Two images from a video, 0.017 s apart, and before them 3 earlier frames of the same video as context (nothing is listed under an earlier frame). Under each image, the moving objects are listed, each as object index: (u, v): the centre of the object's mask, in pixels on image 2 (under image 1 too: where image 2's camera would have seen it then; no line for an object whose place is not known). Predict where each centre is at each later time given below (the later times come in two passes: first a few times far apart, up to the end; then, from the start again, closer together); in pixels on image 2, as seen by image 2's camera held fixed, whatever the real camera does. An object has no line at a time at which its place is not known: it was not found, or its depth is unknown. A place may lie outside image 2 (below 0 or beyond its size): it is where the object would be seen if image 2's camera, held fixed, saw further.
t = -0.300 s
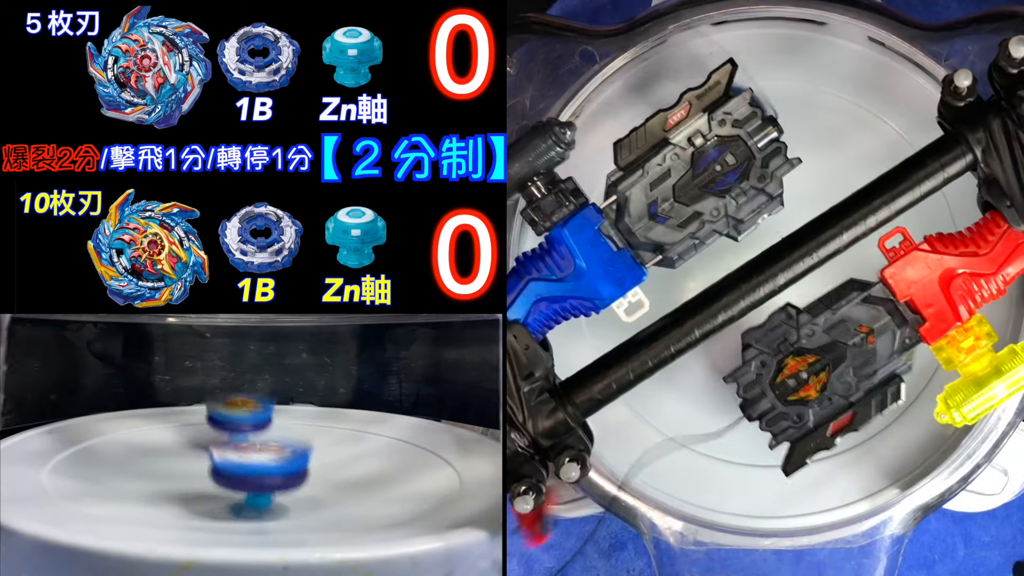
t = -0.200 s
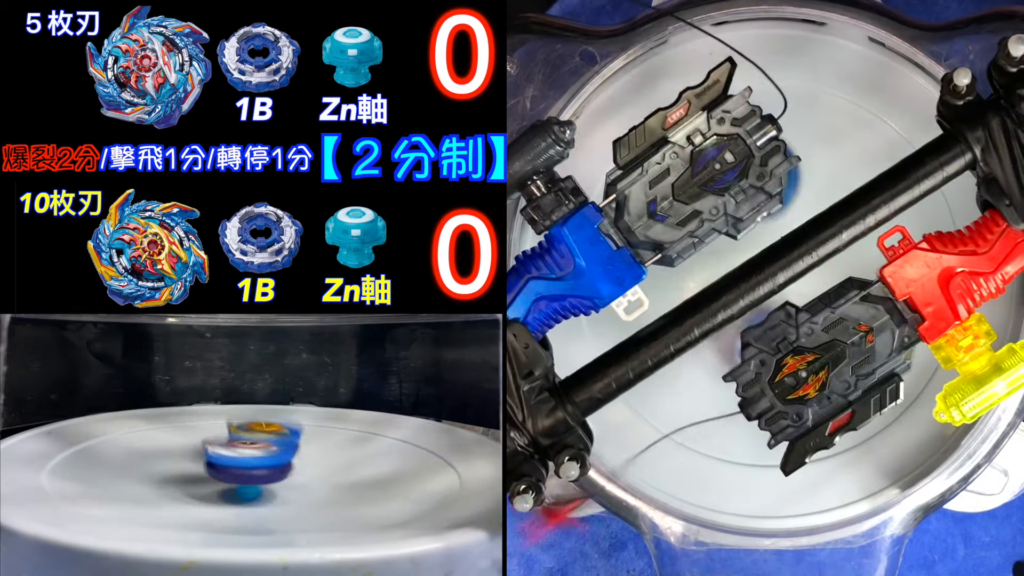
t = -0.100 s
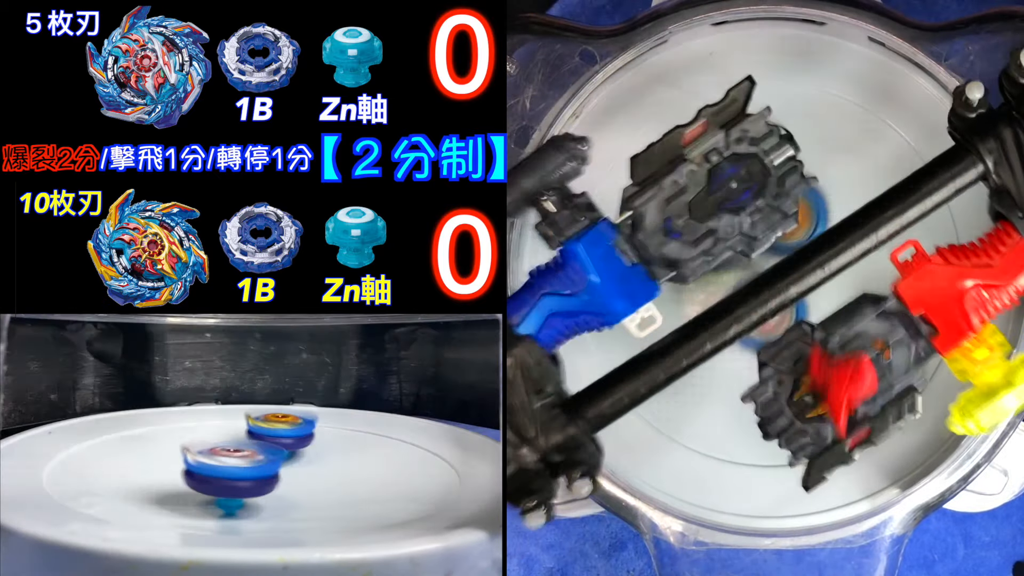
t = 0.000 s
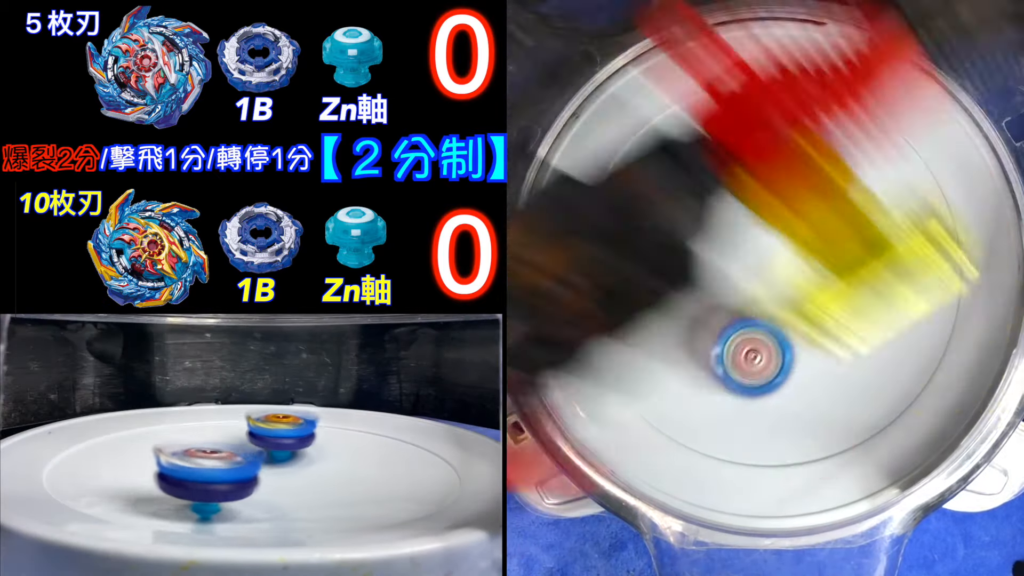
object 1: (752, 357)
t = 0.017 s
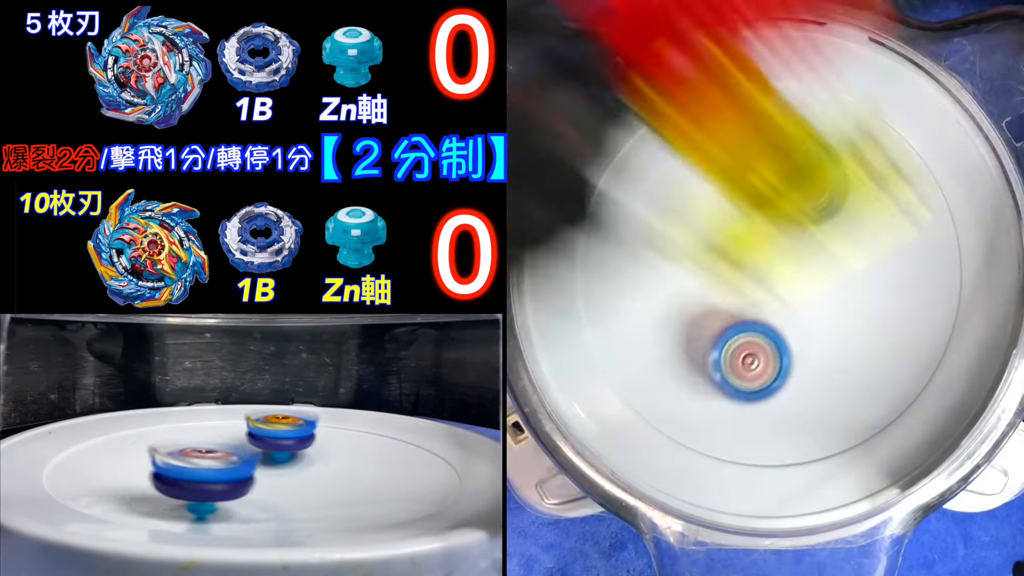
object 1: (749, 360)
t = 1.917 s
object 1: (676, 434)
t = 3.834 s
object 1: (785, 319)
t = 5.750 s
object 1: (799, 341)
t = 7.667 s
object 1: (772, 230)
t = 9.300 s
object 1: (735, 233)
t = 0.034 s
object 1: (746, 365)
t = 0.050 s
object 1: (744, 368)
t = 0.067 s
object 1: (741, 370)
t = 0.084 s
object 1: (737, 372)
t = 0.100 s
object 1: (734, 372)
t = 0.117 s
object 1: (730, 372)
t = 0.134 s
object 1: (726, 371)
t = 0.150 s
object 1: (722, 368)
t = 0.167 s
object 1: (719, 365)
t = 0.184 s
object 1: (715, 361)
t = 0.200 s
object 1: (711, 356)
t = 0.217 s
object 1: (707, 350)
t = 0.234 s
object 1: (704, 343)
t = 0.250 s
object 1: (701, 335)
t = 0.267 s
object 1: (698, 326)
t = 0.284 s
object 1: (697, 317)
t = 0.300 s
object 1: (695, 306)
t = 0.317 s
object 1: (694, 296)
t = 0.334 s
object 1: (693, 285)
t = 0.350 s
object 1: (692, 274)
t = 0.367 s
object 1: (691, 264)
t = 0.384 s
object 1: (690, 254)
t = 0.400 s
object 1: (690, 244)
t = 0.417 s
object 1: (692, 234)
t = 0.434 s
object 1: (694, 224)
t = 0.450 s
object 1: (698, 215)
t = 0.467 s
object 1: (702, 206)
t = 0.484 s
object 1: (708, 198)
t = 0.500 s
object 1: (715, 190)
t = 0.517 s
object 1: (722, 184)
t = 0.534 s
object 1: (730, 177)
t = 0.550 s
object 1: (739, 172)
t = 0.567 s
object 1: (749, 168)
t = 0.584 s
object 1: (759, 165)
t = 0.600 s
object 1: (770, 163)
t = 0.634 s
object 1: (792, 163)
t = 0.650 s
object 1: (804, 165)
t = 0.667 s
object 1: (815, 168)
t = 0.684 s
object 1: (827, 172)
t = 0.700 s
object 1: (839, 177)
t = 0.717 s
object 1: (851, 184)
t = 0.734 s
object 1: (862, 192)
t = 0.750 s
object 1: (873, 201)
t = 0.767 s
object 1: (883, 211)
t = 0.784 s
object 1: (893, 224)
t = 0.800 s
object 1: (902, 236)
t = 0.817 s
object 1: (910, 251)
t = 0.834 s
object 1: (917, 266)
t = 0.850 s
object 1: (922, 282)
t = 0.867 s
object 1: (927, 299)
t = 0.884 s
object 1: (929, 316)
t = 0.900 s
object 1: (931, 334)
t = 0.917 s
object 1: (930, 353)
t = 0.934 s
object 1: (928, 371)
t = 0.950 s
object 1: (923, 389)
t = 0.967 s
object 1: (911, 403)
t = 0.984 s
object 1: (897, 415)
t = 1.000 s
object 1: (881, 425)
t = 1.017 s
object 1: (862, 434)
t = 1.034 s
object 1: (842, 441)
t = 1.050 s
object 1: (821, 447)
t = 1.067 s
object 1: (799, 451)
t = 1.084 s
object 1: (776, 455)
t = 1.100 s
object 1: (753, 456)
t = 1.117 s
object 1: (730, 455)
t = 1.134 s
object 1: (707, 451)
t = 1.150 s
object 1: (684, 441)
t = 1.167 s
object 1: (664, 428)
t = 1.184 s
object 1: (648, 415)
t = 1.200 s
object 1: (630, 401)
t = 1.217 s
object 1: (617, 386)
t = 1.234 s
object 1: (606, 367)
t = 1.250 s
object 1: (596, 347)
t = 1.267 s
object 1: (589, 327)
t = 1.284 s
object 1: (584, 306)
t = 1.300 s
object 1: (581, 284)
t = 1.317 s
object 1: (582, 261)
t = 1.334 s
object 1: (584, 239)
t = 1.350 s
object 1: (589, 217)
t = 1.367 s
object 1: (597, 194)
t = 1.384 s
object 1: (608, 173)
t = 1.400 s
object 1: (622, 153)
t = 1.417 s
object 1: (639, 134)
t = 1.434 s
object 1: (658, 117)
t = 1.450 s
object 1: (678, 103)
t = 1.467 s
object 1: (701, 92)
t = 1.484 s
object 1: (725, 84)
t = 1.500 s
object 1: (750, 80)
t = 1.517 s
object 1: (774, 78)
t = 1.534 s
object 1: (801, 80)
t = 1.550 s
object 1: (826, 86)
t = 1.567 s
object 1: (851, 95)
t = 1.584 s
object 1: (874, 107)
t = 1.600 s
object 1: (895, 123)
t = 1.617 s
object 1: (914, 141)
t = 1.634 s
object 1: (931, 165)
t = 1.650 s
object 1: (945, 187)
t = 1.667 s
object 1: (955, 214)
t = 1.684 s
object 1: (961, 241)
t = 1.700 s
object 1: (964, 270)
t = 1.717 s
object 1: (961, 299)
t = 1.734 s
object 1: (953, 328)
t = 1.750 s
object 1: (941, 356)
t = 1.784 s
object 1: (904, 405)
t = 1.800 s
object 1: (880, 424)
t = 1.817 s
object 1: (854, 440)
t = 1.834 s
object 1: (825, 451)
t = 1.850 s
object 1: (796, 458)
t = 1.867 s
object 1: (765, 459)
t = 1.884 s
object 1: (735, 455)
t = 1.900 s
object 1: (704, 447)
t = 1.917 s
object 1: (676, 434)
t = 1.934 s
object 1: (653, 417)
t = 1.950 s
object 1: (632, 399)
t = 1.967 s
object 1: (615, 378)
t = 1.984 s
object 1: (600, 353)
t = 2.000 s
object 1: (591, 326)
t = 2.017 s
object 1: (586, 300)
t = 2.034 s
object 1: (584, 271)
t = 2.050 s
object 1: (586, 244)
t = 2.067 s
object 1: (592, 216)
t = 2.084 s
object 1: (604, 189)
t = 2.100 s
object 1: (618, 162)
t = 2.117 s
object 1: (638, 138)
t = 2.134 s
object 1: (661, 117)
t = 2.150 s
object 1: (689, 101)
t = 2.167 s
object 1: (718, 88)
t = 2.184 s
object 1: (750, 81)
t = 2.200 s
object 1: (781, 79)
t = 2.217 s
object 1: (813, 82)
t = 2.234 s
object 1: (845, 93)
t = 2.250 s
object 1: (872, 107)
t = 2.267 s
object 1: (898, 125)
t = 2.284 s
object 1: (922, 150)
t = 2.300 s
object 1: (942, 182)
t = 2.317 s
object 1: (954, 213)
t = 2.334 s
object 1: (961, 250)
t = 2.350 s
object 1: (961, 286)
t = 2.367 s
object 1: (953, 325)
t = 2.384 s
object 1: (937, 361)
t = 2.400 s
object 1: (912, 394)
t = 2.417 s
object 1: (881, 420)
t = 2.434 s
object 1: (846, 440)
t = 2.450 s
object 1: (806, 452)
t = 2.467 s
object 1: (758, 454)
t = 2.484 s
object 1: (716, 447)
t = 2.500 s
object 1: (675, 430)
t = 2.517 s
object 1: (643, 407)
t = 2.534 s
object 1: (617, 377)
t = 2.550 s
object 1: (596, 338)
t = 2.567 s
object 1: (587, 298)
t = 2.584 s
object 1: (587, 258)
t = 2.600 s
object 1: (594, 215)
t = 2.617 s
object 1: (609, 178)
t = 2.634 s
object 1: (631, 144)
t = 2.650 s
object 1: (663, 117)
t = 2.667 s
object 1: (698, 96)
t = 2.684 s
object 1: (741, 82)
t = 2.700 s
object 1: (781, 79)
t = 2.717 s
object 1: (821, 84)
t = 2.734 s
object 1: (860, 99)
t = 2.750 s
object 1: (897, 125)
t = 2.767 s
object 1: (927, 160)
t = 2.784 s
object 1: (948, 200)
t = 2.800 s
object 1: (964, 241)
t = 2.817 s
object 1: (983, 287)
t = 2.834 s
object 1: (984, 331)
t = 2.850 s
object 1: (961, 370)
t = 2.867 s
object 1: (935, 408)
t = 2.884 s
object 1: (910, 438)
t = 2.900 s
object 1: (875, 463)
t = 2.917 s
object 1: (837, 483)
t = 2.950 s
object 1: (749, 514)
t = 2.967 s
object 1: (713, 522)
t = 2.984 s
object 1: (693, 503)
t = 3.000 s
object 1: (694, 498)
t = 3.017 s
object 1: (707, 490)
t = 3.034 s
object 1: (719, 474)
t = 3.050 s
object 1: (736, 453)
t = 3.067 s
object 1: (750, 433)
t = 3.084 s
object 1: (764, 411)
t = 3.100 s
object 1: (776, 388)
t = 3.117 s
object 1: (788, 365)
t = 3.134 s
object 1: (801, 356)
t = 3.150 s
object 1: (814, 353)
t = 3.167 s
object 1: (825, 350)
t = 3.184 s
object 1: (836, 346)
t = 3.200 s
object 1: (845, 342)
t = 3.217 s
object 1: (854, 338)
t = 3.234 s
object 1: (861, 334)
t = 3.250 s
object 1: (866, 330)
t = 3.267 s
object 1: (870, 326)
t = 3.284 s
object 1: (874, 322)
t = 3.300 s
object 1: (876, 319)
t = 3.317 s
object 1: (877, 315)
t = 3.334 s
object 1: (876, 313)
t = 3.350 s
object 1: (876, 310)
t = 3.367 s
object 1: (874, 308)
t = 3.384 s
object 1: (872, 306)
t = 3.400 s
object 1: (869, 304)
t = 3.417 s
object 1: (865, 303)
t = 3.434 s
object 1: (862, 302)
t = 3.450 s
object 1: (858, 301)
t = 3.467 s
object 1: (854, 301)
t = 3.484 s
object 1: (850, 301)
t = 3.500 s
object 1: (846, 302)
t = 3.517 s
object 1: (841, 303)
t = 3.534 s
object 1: (837, 304)
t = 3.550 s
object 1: (833, 305)
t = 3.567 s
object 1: (829, 306)
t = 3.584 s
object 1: (826, 308)
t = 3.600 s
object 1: (822, 309)
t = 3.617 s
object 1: (819, 311)
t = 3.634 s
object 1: (816, 312)
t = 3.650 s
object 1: (814, 312)
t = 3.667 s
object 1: (812, 311)
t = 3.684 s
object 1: (810, 310)
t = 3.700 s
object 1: (808, 308)
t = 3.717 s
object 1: (807, 305)
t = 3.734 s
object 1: (805, 302)
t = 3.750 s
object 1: (804, 298)
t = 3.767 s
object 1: (801, 297)
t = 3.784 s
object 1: (797, 303)
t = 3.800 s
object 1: (793, 309)
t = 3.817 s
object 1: (789, 314)
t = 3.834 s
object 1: (785, 319)
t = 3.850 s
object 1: (780, 322)
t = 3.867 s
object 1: (775, 325)
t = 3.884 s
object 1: (770, 327)
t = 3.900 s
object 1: (765, 328)
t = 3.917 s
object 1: (760, 329)
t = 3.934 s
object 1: (754, 328)
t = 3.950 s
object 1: (750, 327)
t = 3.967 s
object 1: (745, 325)
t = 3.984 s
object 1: (741, 322)
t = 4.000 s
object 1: (737, 319)
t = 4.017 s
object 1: (733, 315)
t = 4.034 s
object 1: (730, 311)
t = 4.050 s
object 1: (727, 306)
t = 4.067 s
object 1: (725, 301)
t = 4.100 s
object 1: (724, 292)
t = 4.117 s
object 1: (724, 287)
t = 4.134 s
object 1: (724, 282)
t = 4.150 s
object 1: (725, 276)
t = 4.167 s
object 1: (726, 271)
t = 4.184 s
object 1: (728, 267)
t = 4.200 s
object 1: (727, 269)
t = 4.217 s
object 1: (726, 272)
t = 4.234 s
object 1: (726, 274)
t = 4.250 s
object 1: (725, 275)
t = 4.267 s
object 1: (724, 276)
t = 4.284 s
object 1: (723, 277)
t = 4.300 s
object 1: (722, 278)
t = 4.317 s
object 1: (721, 280)
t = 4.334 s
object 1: (720, 281)
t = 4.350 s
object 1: (720, 283)
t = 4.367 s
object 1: (719, 284)
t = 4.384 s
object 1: (719, 284)
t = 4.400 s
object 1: (718, 285)
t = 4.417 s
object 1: (717, 285)
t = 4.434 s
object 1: (716, 286)
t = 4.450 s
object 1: (714, 287)
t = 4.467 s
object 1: (713, 288)
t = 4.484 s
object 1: (712, 289)
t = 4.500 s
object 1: (710, 290)
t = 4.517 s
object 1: (710, 290)
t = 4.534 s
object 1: (710, 290)
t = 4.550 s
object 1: (710, 290)
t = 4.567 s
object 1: (710, 289)
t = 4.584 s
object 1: (711, 289)
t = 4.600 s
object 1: (711, 287)
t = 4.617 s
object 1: (712, 285)
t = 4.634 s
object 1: (714, 283)
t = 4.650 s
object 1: (715, 282)
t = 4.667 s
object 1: (716, 281)
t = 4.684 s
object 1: (717, 280)
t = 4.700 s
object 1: (719, 280)
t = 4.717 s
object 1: (720, 283)
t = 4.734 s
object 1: (721, 285)
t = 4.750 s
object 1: (722, 287)
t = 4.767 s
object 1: (724, 289)
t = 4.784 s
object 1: (724, 289)
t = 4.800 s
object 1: (725, 290)
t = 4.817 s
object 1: (725, 290)
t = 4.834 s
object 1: (725, 292)
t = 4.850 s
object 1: (725, 293)
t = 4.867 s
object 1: (727, 296)
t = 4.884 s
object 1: (728, 298)
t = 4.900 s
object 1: (730, 300)
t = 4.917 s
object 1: (731, 301)
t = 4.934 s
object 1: (732, 303)
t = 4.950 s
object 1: (732, 305)
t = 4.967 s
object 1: (732, 306)
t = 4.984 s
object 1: (733, 309)
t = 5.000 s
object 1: (734, 312)
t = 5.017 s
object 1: (736, 315)
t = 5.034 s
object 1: (737, 317)
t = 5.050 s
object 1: (738, 319)
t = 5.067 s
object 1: (739, 321)
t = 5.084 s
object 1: (740, 323)
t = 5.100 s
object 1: (740, 324)
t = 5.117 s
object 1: (741, 325)
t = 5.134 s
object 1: (741, 326)
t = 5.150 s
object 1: (741, 326)
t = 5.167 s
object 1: (741, 327)
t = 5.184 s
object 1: (741, 327)
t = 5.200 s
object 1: (741, 327)
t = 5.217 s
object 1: (740, 326)
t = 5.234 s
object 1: (740, 325)
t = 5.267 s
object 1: (740, 324)
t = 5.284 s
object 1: (741, 323)
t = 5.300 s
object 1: (743, 323)
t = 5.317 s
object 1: (745, 322)
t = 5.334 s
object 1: (747, 322)
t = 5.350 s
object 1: (750, 322)
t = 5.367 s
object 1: (752, 324)
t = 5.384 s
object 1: (756, 325)
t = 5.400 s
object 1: (760, 326)
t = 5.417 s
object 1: (763, 328)
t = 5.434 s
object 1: (767, 329)
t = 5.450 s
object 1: (769, 330)
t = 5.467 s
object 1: (772, 330)
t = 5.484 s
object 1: (774, 330)
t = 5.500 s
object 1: (775, 330)
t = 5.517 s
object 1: (777, 331)
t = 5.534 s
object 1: (778, 331)
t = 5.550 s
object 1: (779, 332)
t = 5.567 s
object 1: (781, 333)
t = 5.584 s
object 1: (782, 334)
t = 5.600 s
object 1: (784, 334)
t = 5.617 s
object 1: (785, 335)
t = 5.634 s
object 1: (788, 335)
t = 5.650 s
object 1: (790, 336)
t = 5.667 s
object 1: (792, 337)
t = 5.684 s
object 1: (794, 338)
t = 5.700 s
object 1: (795, 338)
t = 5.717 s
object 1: (797, 339)
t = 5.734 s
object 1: (798, 340)
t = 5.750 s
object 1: (799, 341)
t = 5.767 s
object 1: (801, 342)
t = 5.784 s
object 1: (801, 343)
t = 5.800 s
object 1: (802, 343)
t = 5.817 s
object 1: (802, 343)
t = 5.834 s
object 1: (802, 343)
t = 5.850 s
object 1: (802, 342)
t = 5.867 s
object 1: (801, 342)
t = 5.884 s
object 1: (800, 340)
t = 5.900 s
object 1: (799, 339)
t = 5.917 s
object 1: (799, 338)
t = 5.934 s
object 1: (798, 337)
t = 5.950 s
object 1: (797, 336)
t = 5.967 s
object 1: (796, 335)
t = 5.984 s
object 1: (795, 333)
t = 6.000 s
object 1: (793, 332)
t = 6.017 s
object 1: (792, 330)
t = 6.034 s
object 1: (792, 329)
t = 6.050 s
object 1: (792, 326)
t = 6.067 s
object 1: (792, 324)
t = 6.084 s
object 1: (793, 321)
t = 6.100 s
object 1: (793, 317)
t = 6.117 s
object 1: (794, 313)
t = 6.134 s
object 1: (795, 309)
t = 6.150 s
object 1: (796, 304)
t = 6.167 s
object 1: (797, 300)
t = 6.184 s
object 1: (798, 296)
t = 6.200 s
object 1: (799, 293)
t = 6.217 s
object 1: (801, 291)
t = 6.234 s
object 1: (802, 288)
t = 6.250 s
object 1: (804, 285)
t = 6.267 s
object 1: (806, 283)
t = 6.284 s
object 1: (808, 280)
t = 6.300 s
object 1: (810, 277)
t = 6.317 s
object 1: (811, 275)
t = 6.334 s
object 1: (813, 273)
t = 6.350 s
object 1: (813, 273)
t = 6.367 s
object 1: (813, 273)
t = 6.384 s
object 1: (813, 272)
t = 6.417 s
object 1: (816, 271)
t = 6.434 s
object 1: (819, 269)
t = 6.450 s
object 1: (822, 267)
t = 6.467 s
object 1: (823, 266)
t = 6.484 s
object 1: (823, 266)
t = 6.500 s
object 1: (824, 266)
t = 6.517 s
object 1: (824, 266)
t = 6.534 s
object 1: (823, 266)
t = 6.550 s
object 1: (823, 266)
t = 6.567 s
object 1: (823, 266)
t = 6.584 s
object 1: (822, 266)
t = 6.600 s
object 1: (822, 266)
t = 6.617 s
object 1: (822, 266)
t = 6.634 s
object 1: (822, 266)
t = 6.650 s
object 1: (822, 267)
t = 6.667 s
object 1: (822, 267)
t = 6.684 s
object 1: (821, 267)
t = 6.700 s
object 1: (821, 268)
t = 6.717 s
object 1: (821, 268)
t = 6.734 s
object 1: (821, 268)
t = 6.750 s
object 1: (821, 268)
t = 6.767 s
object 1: (821, 268)
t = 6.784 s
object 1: (820, 268)
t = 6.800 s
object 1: (819, 268)
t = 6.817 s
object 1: (819, 268)
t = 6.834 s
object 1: (819, 268)
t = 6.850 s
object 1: (818, 268)
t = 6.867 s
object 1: (818, 267)
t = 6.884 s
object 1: (818, 266)
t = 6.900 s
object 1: (817, 265)
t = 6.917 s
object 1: (816, 264)
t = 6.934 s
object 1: (816, 263)
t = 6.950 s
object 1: (814, 263)
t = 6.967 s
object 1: (813, 263)
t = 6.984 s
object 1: (813, 261)
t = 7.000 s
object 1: (813, 258)
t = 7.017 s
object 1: (811, 256)
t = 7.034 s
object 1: (810, 254)
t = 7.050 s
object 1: (810, 253)
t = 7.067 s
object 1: (809, 252)
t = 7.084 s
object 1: (808, 252)
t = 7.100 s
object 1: (807, 252)
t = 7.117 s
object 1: (806, 251)
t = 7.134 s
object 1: (804, 251)
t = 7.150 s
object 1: (803, 251)
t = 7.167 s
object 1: (802, 250)
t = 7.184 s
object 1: (801, 250)
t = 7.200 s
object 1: (801, 247)
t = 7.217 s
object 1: (799, 244)
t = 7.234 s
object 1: (797, 242)
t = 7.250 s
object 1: (795, 240)
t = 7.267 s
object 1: (794, 239)
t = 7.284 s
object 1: (793, 238)
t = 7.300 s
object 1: (792, 237)
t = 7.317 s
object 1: (792, 237)
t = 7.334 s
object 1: (791, 237)
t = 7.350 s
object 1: (791, 237)
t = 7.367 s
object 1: (790, 237)
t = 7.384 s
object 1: (790, 236)
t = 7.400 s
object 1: (790, 236)
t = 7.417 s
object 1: (789, 236)
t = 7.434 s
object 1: (789, 236)
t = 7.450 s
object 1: (788, 237)
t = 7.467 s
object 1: (788, 237)
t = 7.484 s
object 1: (787, 237)
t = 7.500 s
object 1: (787, 237)
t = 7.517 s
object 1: (786, 237)
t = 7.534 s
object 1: (786, 236)
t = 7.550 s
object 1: (786, 235)
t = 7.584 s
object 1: (785, 231)
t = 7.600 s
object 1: (783, 230)
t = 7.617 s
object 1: (781, 230)
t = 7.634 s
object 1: (778, 230)
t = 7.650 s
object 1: (775, 231)
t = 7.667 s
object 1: (772, 230)
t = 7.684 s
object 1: (768, 227)
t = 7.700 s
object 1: (765, 226)
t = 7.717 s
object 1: (762, 225)
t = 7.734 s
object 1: (760, 225)
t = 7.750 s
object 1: (759, 224)
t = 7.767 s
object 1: (757, 224)
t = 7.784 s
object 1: (756, 224)
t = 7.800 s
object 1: (756, 225)
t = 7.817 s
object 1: (756, 225)
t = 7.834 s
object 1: (756, 225)
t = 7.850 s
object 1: (756, 225)
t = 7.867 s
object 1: (757, 225)
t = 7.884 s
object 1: (757, 225)
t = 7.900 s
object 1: (757, 225)
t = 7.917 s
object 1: (758, 225)
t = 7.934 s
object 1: (758, 225)
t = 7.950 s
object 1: (759, 225)
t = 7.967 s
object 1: (759, 225)
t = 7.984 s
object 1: (759, 225)
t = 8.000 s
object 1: (760, 224)
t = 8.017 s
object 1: (760, 224)
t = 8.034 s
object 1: (760, 224)
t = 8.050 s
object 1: (759, 224)
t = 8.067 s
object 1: (759, 222)
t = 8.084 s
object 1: (757, 220)
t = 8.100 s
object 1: (757, 220)
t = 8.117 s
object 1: (755, 221)
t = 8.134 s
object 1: (753, 222)
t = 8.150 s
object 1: (752, 223)
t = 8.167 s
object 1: (751, 224)
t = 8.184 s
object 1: (751, 225)
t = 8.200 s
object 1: (751, 225)
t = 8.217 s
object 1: (750, 224)
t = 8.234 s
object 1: (749, 223)
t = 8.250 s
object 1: (748, 222)
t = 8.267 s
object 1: (748, 222)
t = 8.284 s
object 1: (747, 222)
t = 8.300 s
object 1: (748, 223)
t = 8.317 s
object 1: (748, 224)
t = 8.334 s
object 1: (748, 225)
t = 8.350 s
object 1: (749, 225)
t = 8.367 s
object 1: (750, 226)
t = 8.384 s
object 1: (750, 226)
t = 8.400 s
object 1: (750, 226)
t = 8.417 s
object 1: (750, 225)
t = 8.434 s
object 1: (750, 225)
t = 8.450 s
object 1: (750, 225)
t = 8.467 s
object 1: (750, 225)
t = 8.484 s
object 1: (750, 226)
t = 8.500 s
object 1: (750, 226)
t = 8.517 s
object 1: (750, 226)
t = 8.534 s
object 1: (749, 225)
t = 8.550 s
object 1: (748, 224)
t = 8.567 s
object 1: (748, 224)
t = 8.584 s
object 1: (748, 224)
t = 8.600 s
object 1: (748, 224)
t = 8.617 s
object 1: (748, 224)
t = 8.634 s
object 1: (749, 224)
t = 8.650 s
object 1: (749, 224)
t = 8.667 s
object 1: (749, 225)
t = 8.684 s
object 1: (749, 225)
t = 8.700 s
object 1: (749, 225)
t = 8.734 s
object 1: (747, 223)
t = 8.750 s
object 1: (746, 222)
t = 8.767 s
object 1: (745, 222)
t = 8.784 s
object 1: (744, 222)
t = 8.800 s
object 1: (744, 222)
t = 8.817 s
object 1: (745, 223)
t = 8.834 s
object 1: (745, 224)
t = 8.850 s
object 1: (746, 225)
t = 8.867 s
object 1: (746, 226)
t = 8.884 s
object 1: (748, 227)
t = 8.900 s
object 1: (748, 227)
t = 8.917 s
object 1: (746, 226)
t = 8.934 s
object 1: (745, 225)
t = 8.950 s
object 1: (744, 225)
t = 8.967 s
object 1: (744, 225)
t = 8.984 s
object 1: (743, 225)
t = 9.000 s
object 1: (743, 225)
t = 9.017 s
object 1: (743, 226)
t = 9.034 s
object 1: (743, 226)
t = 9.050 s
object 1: (743, 227)
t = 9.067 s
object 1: (743, 227)
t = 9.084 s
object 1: (743, 228)
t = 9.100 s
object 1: (743, 228)
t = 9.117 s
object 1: (742, 229)
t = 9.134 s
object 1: (742, 229)
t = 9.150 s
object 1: (741, 229)
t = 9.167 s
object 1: (739, 229)
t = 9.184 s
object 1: (737, 229)
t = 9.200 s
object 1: (736, 229)
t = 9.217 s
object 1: (735, 229)
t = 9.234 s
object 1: (734, 230)
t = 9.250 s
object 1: (734, 231)
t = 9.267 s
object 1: (735, 232)
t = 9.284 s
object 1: (735, 232)
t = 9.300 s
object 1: (735, 233)
